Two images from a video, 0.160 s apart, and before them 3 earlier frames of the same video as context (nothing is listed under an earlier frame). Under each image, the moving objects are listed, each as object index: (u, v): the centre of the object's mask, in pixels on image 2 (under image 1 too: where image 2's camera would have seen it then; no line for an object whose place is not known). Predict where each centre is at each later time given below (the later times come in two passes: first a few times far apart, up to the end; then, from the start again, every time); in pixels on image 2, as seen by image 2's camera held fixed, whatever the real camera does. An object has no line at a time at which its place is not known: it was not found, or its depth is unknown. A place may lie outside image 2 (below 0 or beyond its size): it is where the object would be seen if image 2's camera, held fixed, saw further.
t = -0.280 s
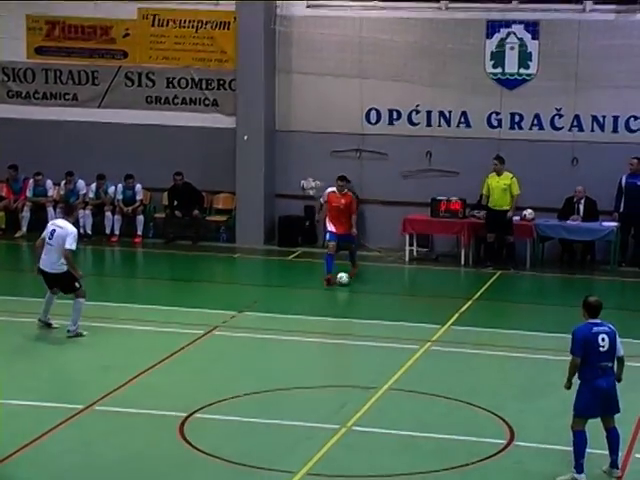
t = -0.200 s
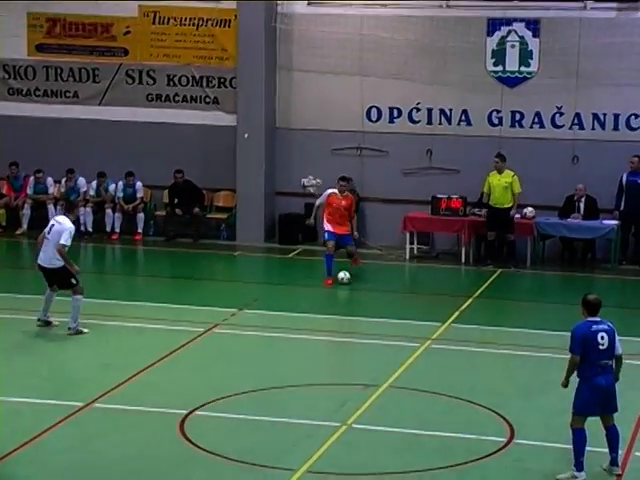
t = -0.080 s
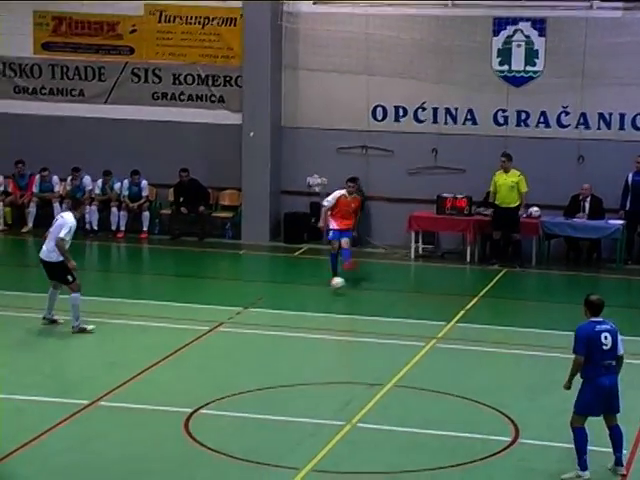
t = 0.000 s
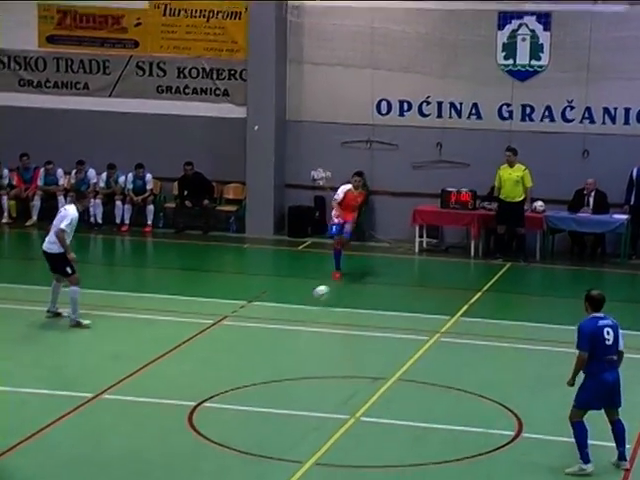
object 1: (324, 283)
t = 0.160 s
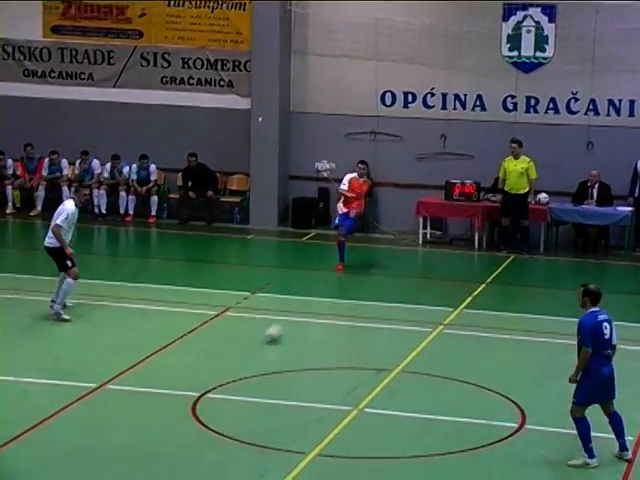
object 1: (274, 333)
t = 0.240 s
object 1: (243, 352)
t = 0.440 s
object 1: (149, 425)
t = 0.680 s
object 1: (0, 523)
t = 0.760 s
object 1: (-60, 559)
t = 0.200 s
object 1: (258, 345)
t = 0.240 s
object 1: (243, 352)
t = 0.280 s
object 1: (226, 365)
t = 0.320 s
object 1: (210, 382)
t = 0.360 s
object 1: (191, 396)
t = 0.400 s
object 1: (170, 410)
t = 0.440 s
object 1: (149, 425)
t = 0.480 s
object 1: (128, 440)
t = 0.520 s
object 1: (104, 456)
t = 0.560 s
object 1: (81, 472)
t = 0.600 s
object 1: (57, 485)
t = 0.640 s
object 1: (30, 502)
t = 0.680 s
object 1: (0, 523)
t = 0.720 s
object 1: (-30, 548)
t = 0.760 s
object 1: (-60, 559)
